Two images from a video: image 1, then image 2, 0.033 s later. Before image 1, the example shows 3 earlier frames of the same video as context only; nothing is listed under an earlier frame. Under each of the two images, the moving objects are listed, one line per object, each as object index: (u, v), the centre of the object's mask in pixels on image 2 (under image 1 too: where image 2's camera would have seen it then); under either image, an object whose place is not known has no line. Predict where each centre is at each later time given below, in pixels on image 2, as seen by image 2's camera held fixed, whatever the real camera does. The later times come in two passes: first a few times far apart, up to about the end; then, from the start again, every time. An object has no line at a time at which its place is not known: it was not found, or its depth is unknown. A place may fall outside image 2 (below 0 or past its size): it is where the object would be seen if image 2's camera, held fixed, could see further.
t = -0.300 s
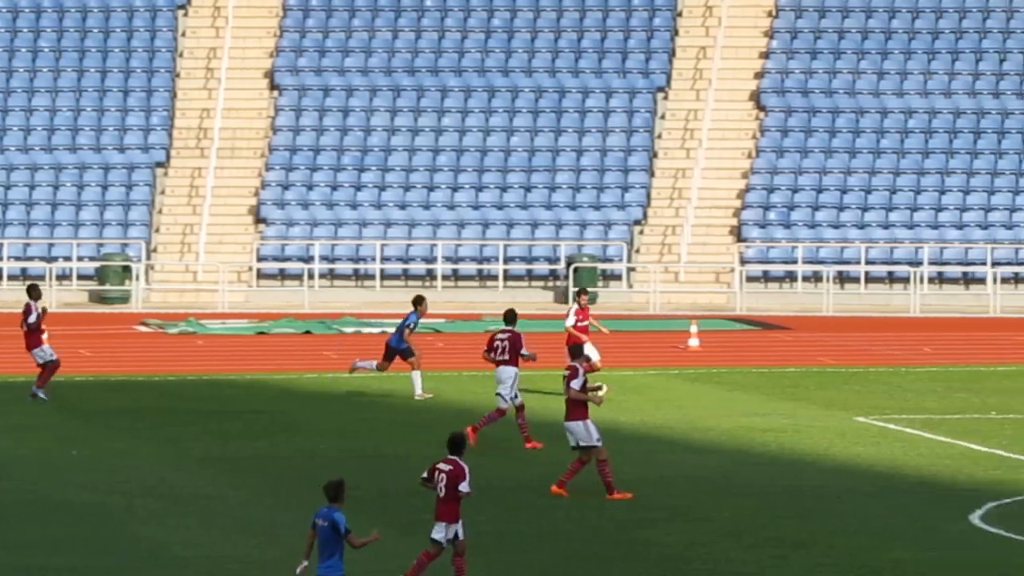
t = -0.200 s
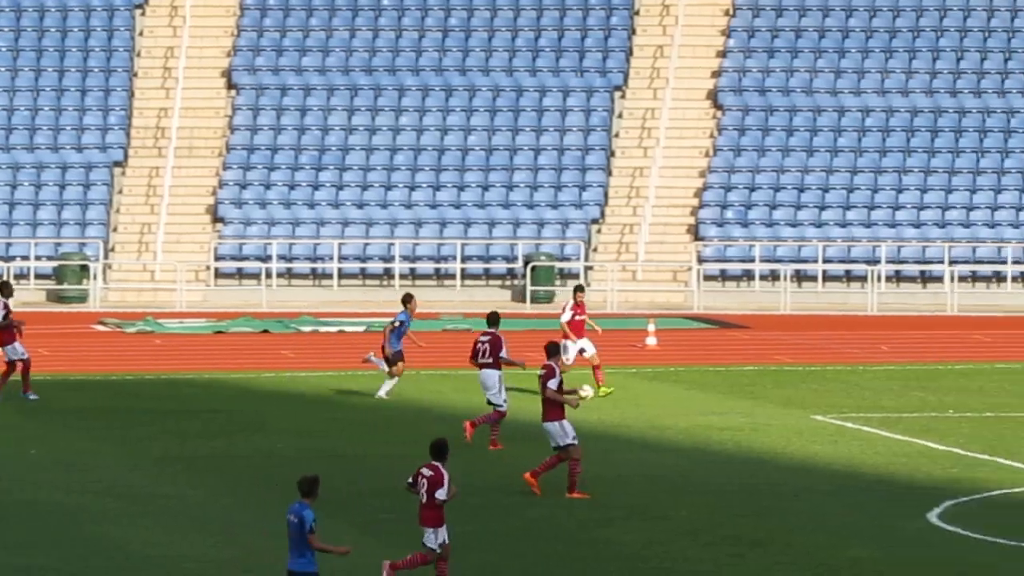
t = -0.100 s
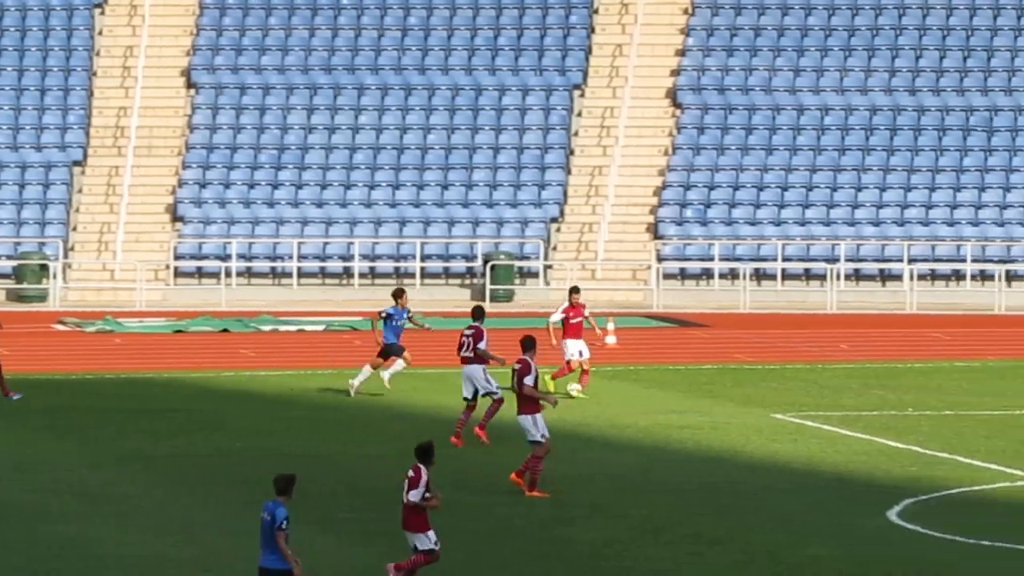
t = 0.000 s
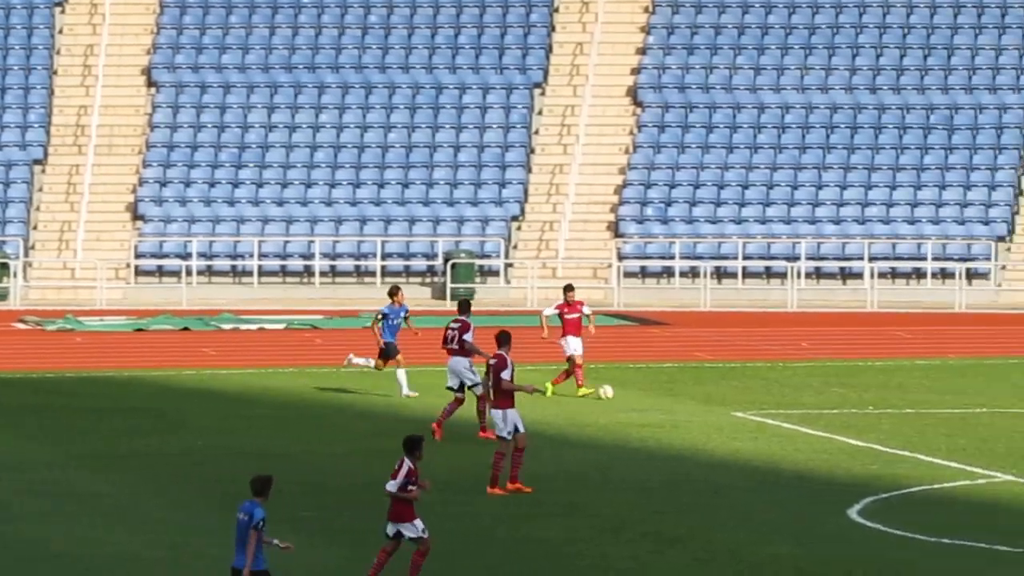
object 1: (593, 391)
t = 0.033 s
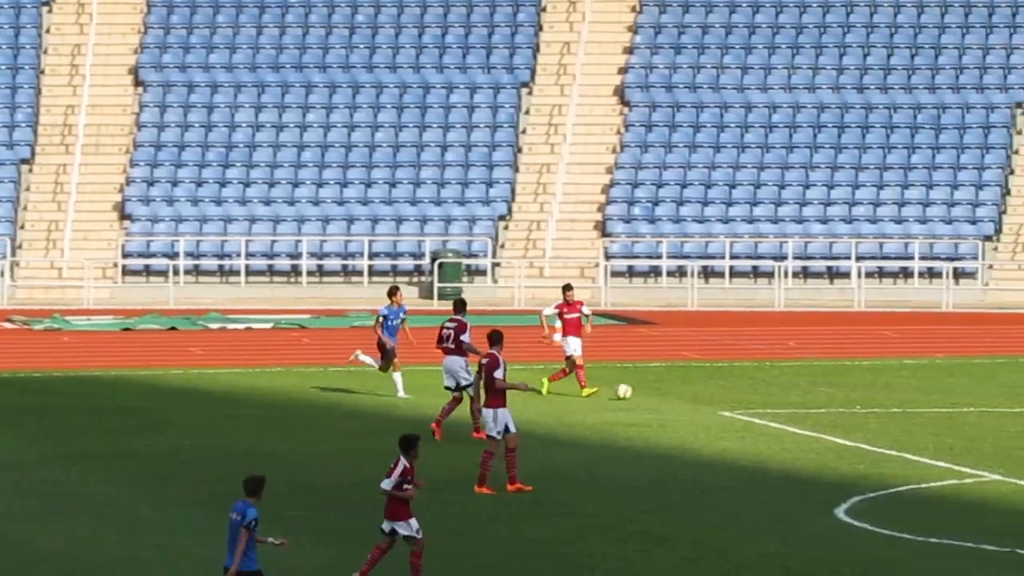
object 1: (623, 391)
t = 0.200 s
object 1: (771, 399)
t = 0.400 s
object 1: (920, 407)
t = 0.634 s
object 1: (1066, 418)
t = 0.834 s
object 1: (1172, 426)
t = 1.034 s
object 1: (1266, 431)
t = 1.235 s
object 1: (1358, 439)
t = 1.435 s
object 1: (1453, 446)
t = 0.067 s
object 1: (652, 392)
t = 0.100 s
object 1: (682, 392)
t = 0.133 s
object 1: (712, 395)
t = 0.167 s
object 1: (742, 397)
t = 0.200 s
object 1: (771, 399)
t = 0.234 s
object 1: (797, 401)
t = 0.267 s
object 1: (821, 401)
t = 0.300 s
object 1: (846, 401)
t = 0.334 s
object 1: (870, 402)
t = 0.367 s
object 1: (896, 404)
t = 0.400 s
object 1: (920, 407)
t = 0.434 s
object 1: (943, 411)
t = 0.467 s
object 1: (965, 411)
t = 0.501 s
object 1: (985, 411)
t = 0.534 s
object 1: (1006, 412)
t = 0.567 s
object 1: (1026, 414)
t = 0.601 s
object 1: (1047, 417)
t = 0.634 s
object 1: (1066, 418)
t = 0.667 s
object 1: (1084, 418)
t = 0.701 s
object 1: (1101, 419)
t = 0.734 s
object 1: (1119, 420)
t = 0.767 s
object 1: (1137, 421)
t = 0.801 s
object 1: (1155, 423)
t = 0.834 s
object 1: (1172, 426)
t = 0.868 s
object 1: (1189, 426)
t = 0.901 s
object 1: (1207, 427)
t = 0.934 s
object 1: (1223, 428)
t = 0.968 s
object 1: (1239, 429)
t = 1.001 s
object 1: (1253, 431)
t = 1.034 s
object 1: (1266, 431)
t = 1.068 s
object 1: (1280, 432)
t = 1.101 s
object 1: (1295, 434)
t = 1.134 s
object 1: (1310, 435)
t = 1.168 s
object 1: (1326, 437)
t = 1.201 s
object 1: (1342, 438)
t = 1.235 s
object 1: (1358, 439)
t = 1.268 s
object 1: (1374, 439)
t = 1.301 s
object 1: (1390, 439)
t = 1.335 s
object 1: (1405, 441)
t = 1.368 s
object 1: (1422, 442)
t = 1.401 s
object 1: (1437, 445)
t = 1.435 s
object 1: (1453, 446)
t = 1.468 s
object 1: (1468, 445)
